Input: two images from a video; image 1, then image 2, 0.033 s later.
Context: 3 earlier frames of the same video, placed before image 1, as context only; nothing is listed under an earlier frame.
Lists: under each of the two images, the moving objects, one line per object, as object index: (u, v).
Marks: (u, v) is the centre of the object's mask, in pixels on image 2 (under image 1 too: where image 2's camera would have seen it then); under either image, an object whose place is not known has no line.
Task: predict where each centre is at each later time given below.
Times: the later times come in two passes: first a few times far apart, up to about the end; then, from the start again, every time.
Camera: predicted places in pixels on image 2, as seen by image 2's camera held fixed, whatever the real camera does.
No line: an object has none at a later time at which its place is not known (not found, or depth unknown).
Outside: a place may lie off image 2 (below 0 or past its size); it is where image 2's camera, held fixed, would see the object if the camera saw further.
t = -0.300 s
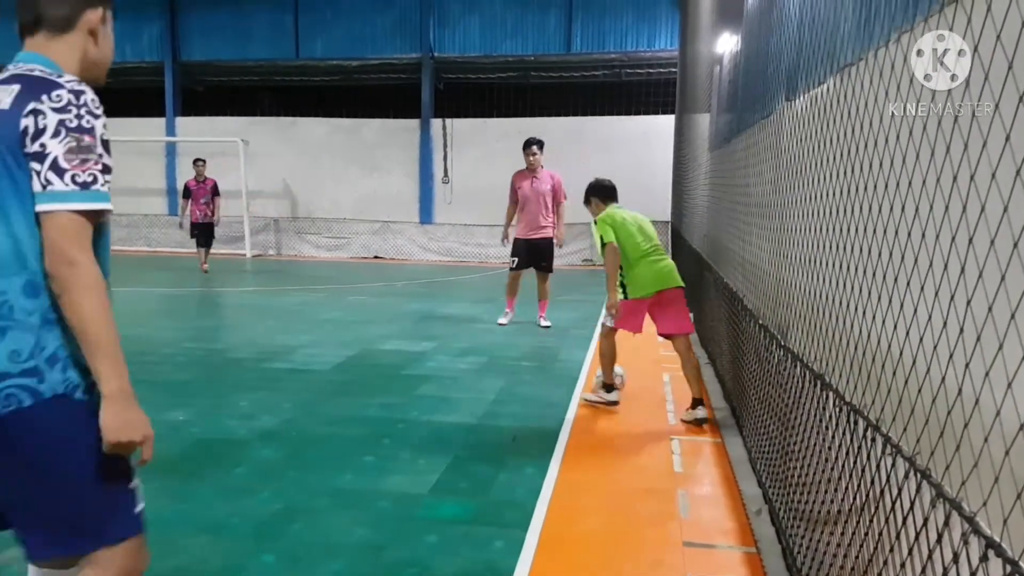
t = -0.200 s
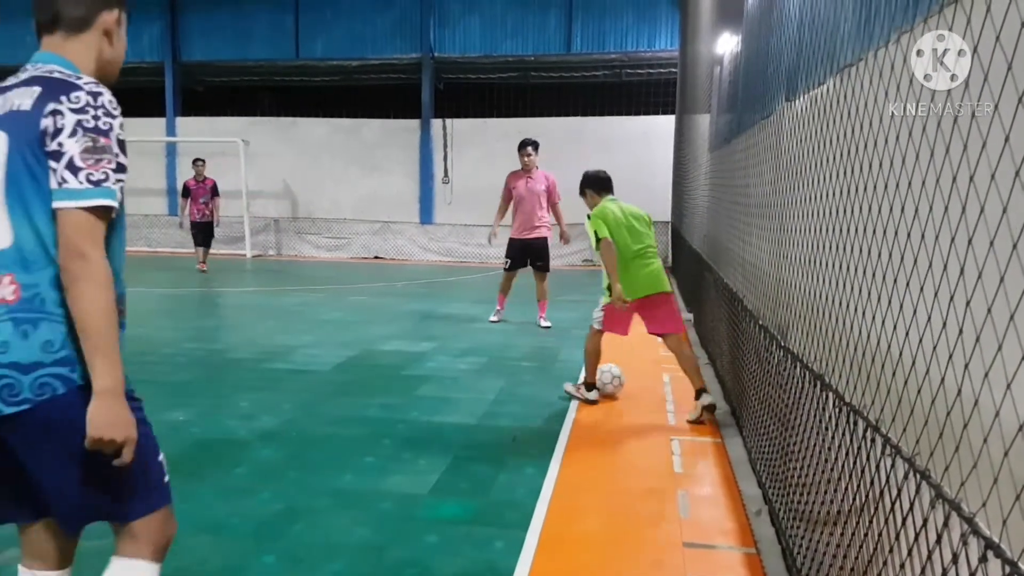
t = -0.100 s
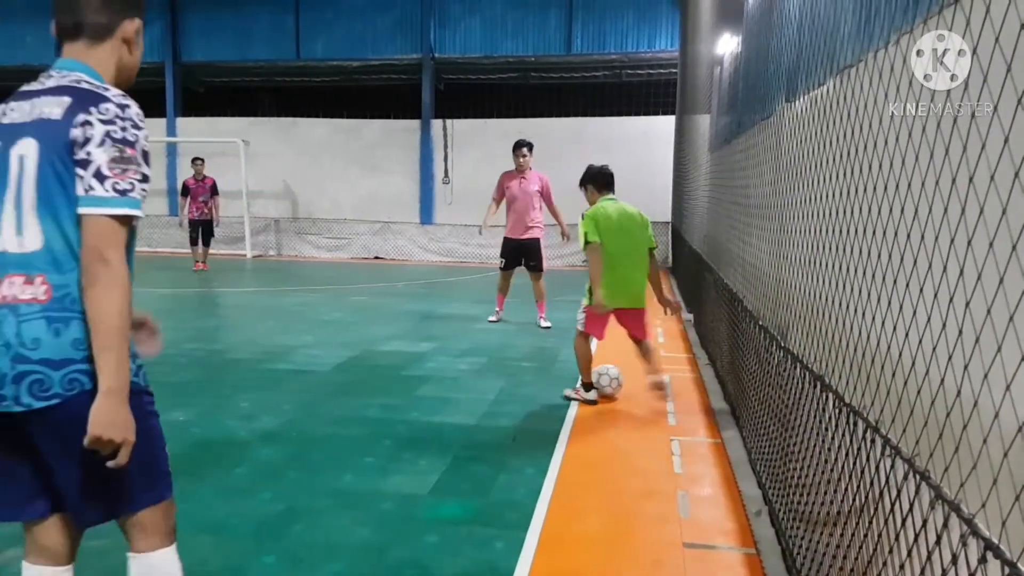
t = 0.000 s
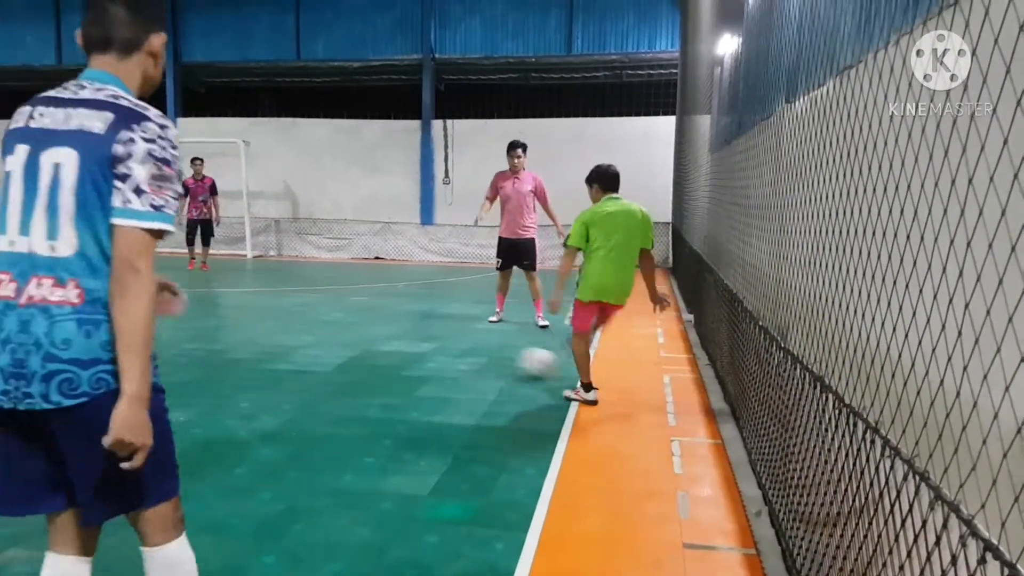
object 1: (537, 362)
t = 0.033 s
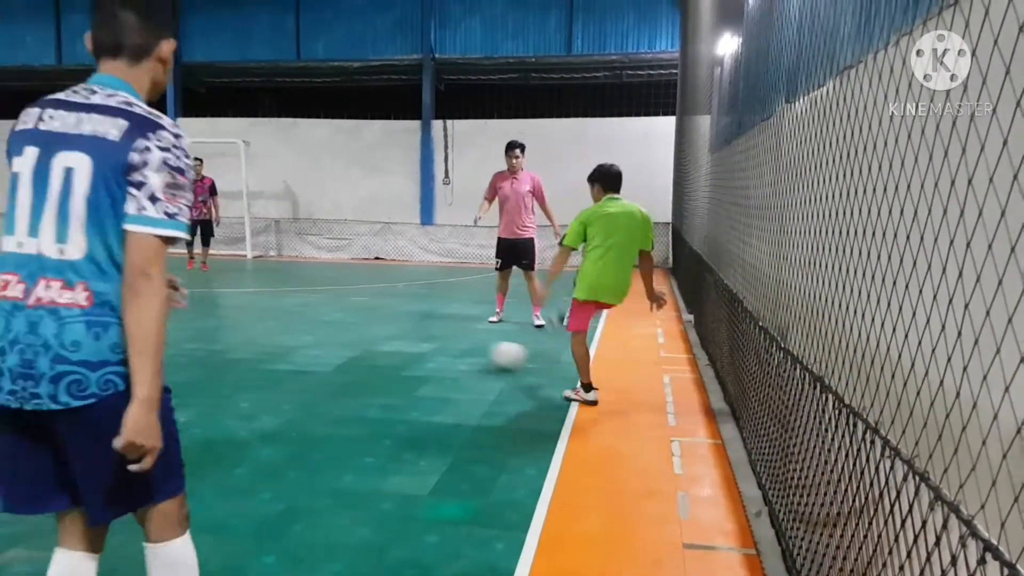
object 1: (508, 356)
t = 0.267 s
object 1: (365, 321)
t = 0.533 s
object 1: (274, 299)
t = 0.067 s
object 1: (481, 350)
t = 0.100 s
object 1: (457, 344)
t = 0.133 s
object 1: (435, 339)
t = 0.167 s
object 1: (415, 333)
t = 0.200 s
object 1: (397, 329)
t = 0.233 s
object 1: (381, 326)
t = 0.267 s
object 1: (365, 321)
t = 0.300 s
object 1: (351, 318)
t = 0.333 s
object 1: (336, 315)
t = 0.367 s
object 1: (324, 311)
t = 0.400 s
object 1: (312, 309)
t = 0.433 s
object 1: (302, 306)
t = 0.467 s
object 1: (292, 303)
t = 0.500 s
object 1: (282, 300)
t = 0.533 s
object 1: (274, 299)
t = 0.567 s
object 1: (265, 296)
